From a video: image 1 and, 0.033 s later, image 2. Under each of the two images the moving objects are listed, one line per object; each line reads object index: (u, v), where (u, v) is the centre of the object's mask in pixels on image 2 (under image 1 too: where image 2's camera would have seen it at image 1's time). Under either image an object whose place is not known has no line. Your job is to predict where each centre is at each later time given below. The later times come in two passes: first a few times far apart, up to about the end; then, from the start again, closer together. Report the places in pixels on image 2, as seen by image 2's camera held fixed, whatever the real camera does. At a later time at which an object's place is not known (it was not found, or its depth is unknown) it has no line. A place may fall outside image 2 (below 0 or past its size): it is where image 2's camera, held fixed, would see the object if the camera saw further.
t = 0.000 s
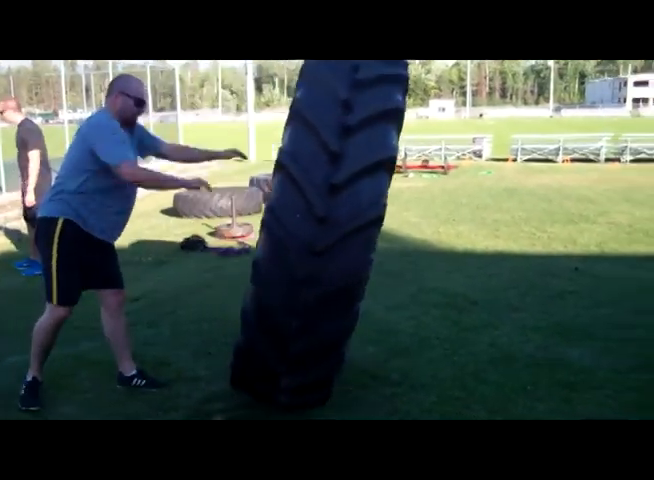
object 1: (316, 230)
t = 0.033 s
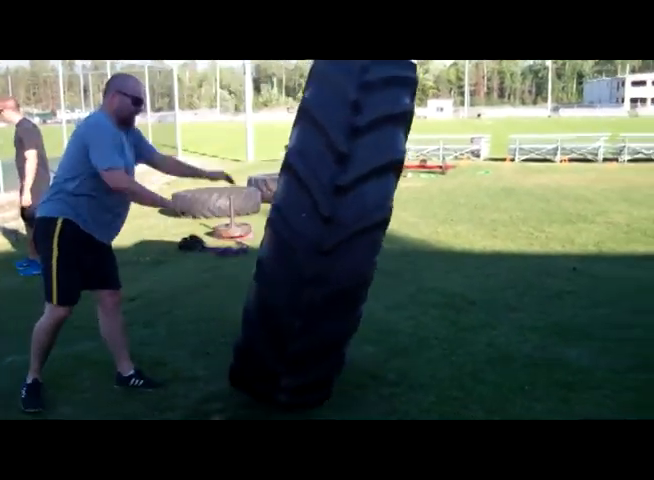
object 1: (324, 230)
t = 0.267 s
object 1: (369, 234)
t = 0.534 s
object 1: (438, 267)
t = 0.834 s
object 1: (501, 347)
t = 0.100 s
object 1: (336, 231)
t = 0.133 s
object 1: (342, 231)
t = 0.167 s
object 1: (346, 231)
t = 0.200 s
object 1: (353, 232)
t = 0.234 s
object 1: (361, 233)
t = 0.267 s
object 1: (369, 234)
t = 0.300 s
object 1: (377, 236)
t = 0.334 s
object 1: (384, 238)
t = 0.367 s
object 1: (390, 242)
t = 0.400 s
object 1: (399, 245)
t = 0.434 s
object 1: (408, 249)
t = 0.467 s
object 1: (417, 254)
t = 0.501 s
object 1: (427, 260)
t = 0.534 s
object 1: (438, 267)
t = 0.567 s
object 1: (448, 276)
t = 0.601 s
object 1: (457, 285)
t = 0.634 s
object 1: (465, 295)
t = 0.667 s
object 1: (475, 307)
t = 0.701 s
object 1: (485, 319)
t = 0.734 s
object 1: (493, 332)
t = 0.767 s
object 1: (497, 342)
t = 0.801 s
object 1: (497, 349)
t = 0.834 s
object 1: (501, 347)
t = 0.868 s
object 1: (506, 346)
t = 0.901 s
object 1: (510, 345)
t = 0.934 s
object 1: (513, 345)
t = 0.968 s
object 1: (516, 346)
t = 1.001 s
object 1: (517, 345)
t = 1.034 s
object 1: (518, 345)
